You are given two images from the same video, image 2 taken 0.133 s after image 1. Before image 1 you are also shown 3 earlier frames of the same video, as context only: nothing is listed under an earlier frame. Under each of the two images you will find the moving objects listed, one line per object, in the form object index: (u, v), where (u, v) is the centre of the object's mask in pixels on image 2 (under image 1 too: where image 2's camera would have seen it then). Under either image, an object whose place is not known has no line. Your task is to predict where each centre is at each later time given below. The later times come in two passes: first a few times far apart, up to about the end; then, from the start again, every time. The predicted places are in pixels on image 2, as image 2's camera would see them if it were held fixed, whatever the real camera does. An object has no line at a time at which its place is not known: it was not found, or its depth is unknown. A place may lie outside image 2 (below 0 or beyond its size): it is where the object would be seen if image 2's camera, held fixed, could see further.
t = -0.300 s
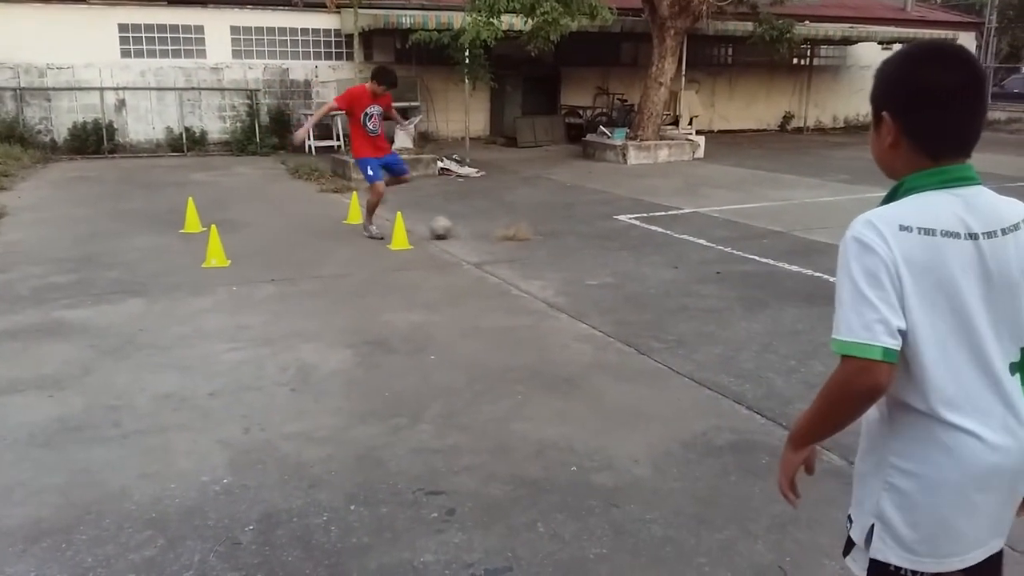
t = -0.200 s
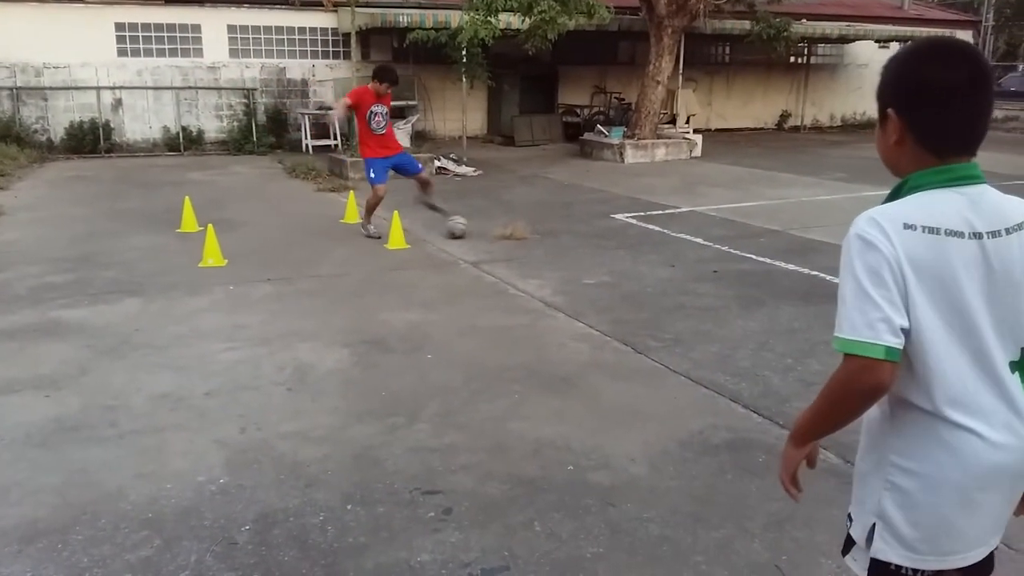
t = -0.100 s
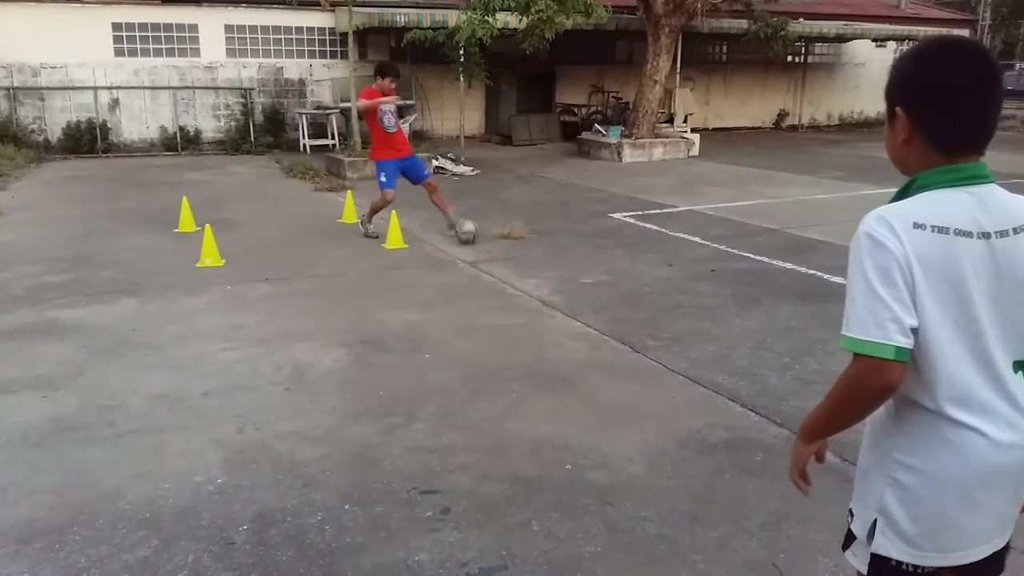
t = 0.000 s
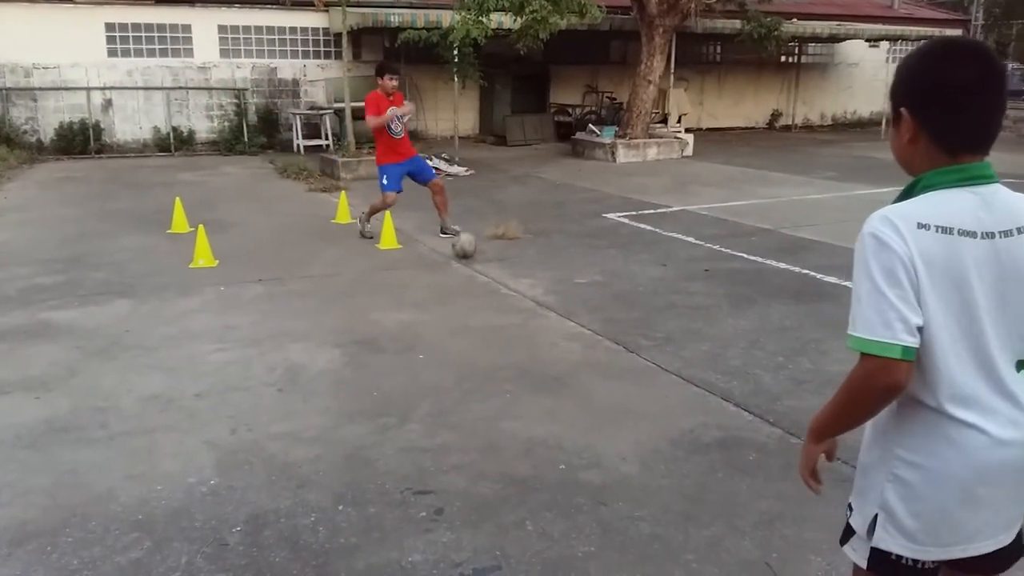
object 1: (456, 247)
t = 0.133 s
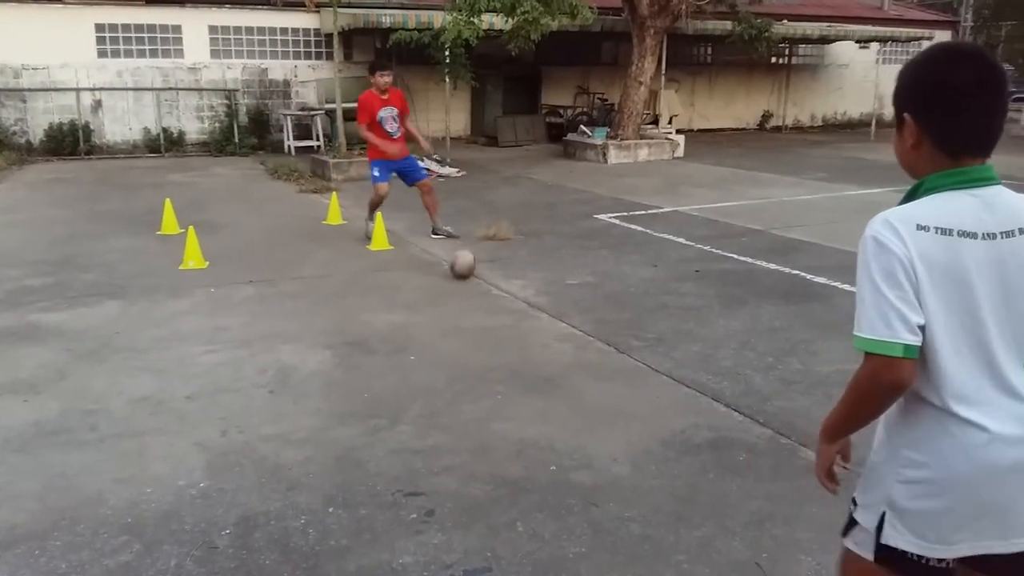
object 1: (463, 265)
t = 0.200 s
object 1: (467, 273)
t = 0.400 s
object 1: (488, 300)
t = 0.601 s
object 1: (516, 333)
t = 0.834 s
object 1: (559, 388)
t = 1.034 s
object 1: (616, 456)
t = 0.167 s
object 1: (464, 268)
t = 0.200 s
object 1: (467, 273)
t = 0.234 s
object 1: (470, 277)
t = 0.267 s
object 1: (473, 281)
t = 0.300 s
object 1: (477, 285)
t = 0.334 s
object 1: (480, 290)
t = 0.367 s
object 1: (485, 296)
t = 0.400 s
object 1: (488, 300)
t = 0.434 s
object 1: (492, 304)
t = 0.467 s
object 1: (497, 309)
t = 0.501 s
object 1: (501, 314)
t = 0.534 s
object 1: (506, 320)
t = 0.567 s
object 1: (511, 326)
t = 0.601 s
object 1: (516, 333)
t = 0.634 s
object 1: (522, 339)
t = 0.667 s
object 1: (527, 347)
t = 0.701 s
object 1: (533, 353)
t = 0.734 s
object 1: (538, 360)
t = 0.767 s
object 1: (545, 369)
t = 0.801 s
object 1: (553, 377)
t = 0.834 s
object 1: (559, 388)
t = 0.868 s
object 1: (567, 396)
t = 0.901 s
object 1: (576, 406)
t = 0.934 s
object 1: (585, 417)
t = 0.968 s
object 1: (594, 430)
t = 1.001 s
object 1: (605, 441)
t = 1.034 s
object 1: (616, 456)
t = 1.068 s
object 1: (628, 470)
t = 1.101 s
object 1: (641, 486)
